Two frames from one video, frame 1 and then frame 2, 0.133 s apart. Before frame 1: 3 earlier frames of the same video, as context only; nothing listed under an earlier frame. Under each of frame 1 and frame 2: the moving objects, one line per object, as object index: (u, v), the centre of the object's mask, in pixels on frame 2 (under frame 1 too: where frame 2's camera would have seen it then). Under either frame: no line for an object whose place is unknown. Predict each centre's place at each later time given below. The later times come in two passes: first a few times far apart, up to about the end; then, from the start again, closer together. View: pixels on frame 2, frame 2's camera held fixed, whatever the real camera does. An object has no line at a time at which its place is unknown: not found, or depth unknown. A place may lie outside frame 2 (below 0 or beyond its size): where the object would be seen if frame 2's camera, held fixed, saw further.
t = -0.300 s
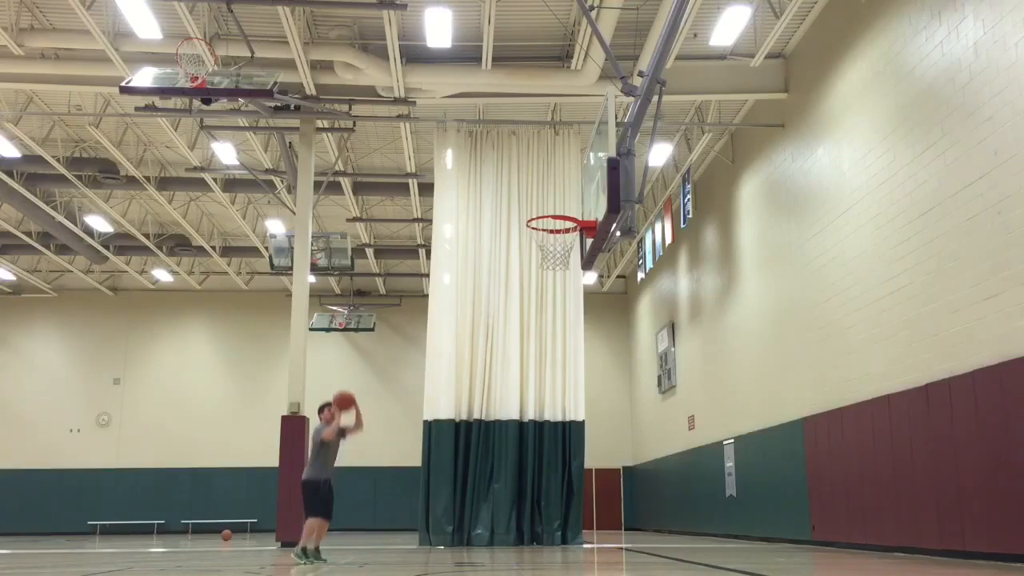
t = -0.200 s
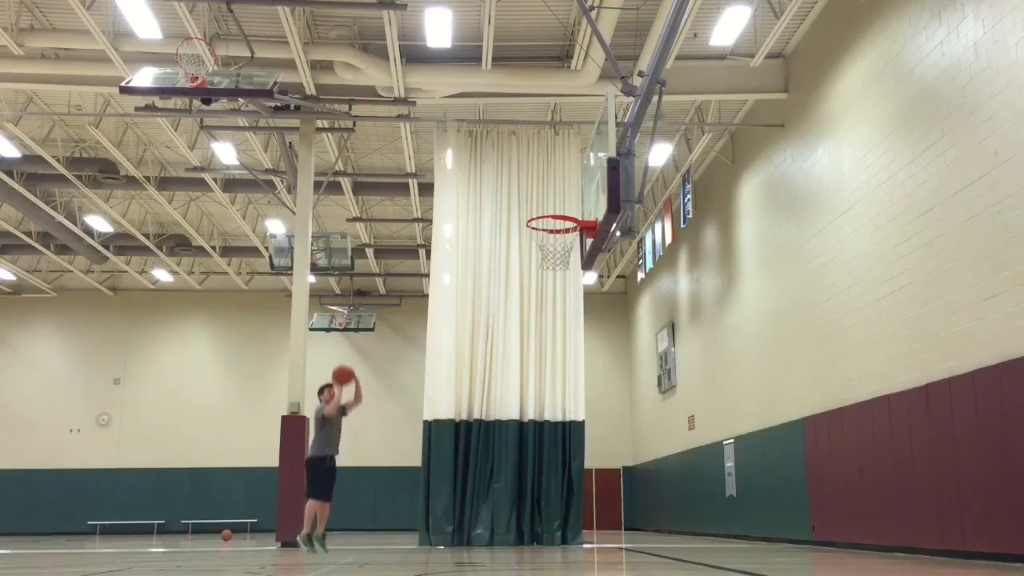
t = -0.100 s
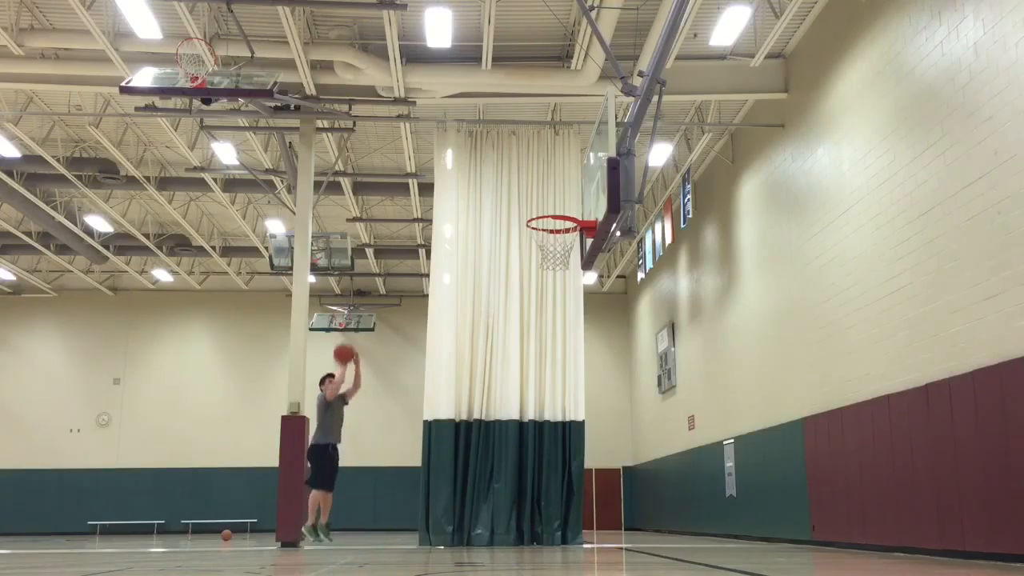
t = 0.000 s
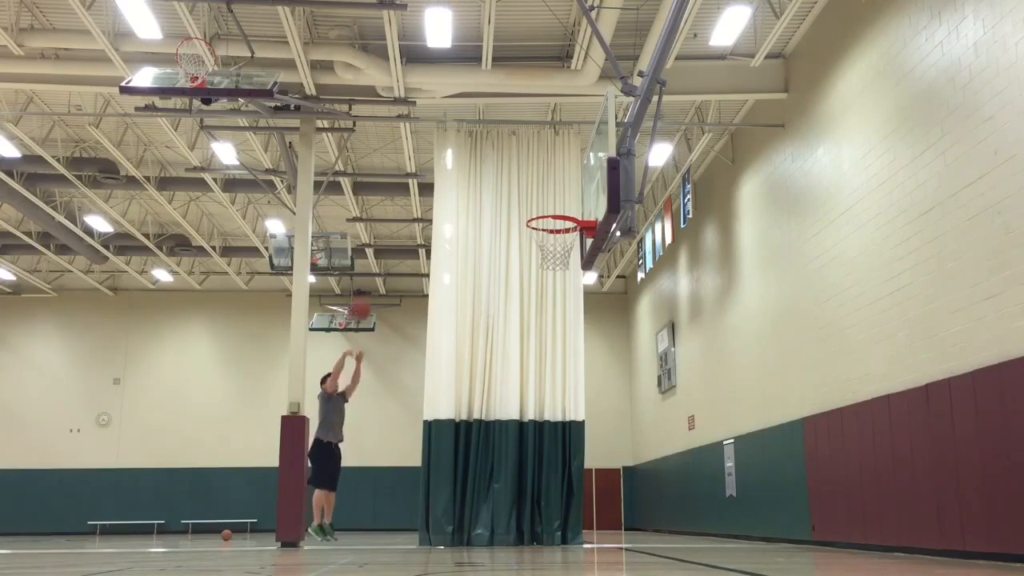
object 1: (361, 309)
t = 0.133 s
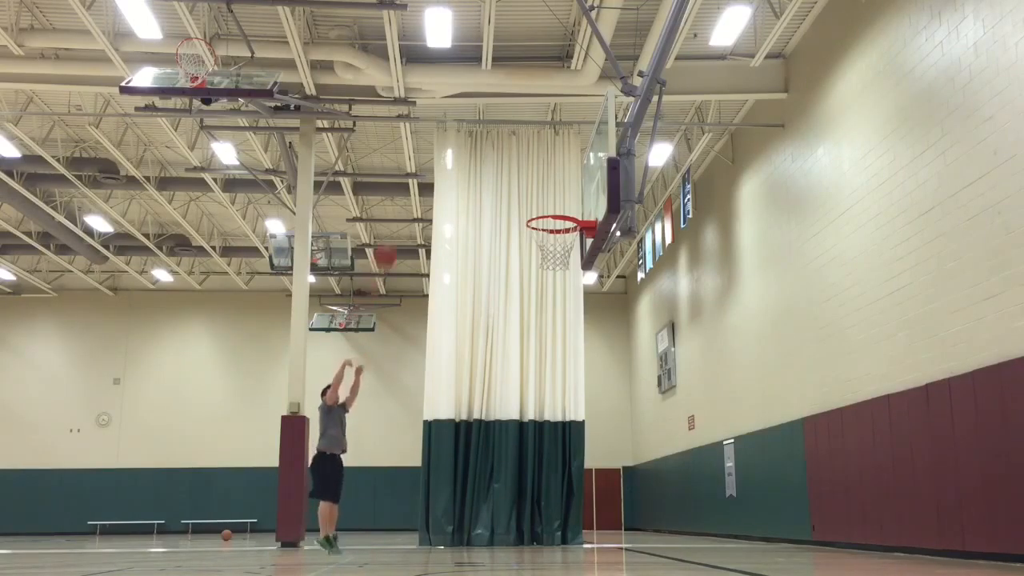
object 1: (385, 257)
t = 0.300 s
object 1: (418, 208)
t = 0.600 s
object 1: (482, 174)
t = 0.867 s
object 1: (548, 217)
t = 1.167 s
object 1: (576, 275)
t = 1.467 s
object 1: (593, 408)
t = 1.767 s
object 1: (595, 502)
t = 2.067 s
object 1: (568, 390)
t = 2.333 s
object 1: (547, 378)
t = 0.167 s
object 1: (393, 244)
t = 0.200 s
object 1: (398, 234)
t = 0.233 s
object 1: (404, 225)
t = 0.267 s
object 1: (411, 215)
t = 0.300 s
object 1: (418, 208)
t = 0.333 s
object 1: (425, 200)
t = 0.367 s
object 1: (432, 193)
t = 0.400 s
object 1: (439, 187)
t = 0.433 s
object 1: (446, 183)
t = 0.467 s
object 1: (453, 179)
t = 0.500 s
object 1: (460, 177)
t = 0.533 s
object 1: (467, 175)
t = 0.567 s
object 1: (474, 174)
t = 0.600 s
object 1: (482, 174)
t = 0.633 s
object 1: (489, 176)
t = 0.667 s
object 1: (497, 178)
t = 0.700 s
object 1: (505, 181)
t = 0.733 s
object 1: (513, 186)
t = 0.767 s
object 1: (521, 192)
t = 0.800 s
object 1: (530, 199)
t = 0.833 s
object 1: (538, 207)
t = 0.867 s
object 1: (548, 217)
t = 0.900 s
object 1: (556, 228)
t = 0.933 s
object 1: (565, 239)
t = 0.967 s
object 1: (568, 242)
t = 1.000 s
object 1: (570, 244)
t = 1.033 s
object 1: (571, 248)
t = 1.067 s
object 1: (573, 254)
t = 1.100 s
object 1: (574, 259)
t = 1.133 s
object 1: (575, 266)
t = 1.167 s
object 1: (576, 275)
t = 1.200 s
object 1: (578, 285)
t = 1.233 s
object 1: (580, 296)
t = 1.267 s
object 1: (581, 308)
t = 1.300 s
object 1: (583, 322)
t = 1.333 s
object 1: (585, 337)
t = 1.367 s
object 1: (587, 353)
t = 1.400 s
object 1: (589, 370)
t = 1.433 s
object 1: (591, 389)
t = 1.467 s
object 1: (593, 408)
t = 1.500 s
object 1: (595, 431)
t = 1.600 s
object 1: (601, 506)
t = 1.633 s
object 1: (602, 532)
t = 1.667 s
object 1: (605, 561)
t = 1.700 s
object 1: (602, 542)
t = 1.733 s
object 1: (598, 519)
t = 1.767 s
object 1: (595, 502)
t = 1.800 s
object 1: (592, 485)
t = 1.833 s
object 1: (589, 467)
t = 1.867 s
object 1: (585, 451)
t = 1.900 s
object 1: (583, 438)
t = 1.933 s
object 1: (580, 426)
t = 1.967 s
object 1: (577, 416)
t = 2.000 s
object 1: (574, 405)
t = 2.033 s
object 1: (571, 397)
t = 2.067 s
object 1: (568, 390)
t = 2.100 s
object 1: (565, 384)
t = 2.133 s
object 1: (563, 380)
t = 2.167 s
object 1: (560, 377)
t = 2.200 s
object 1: (557, 375)
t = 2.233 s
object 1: (555, 374)
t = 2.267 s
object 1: (552, 374)
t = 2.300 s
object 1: (550, 375)
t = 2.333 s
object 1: (547, 378)
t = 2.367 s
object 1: (545, 382)
